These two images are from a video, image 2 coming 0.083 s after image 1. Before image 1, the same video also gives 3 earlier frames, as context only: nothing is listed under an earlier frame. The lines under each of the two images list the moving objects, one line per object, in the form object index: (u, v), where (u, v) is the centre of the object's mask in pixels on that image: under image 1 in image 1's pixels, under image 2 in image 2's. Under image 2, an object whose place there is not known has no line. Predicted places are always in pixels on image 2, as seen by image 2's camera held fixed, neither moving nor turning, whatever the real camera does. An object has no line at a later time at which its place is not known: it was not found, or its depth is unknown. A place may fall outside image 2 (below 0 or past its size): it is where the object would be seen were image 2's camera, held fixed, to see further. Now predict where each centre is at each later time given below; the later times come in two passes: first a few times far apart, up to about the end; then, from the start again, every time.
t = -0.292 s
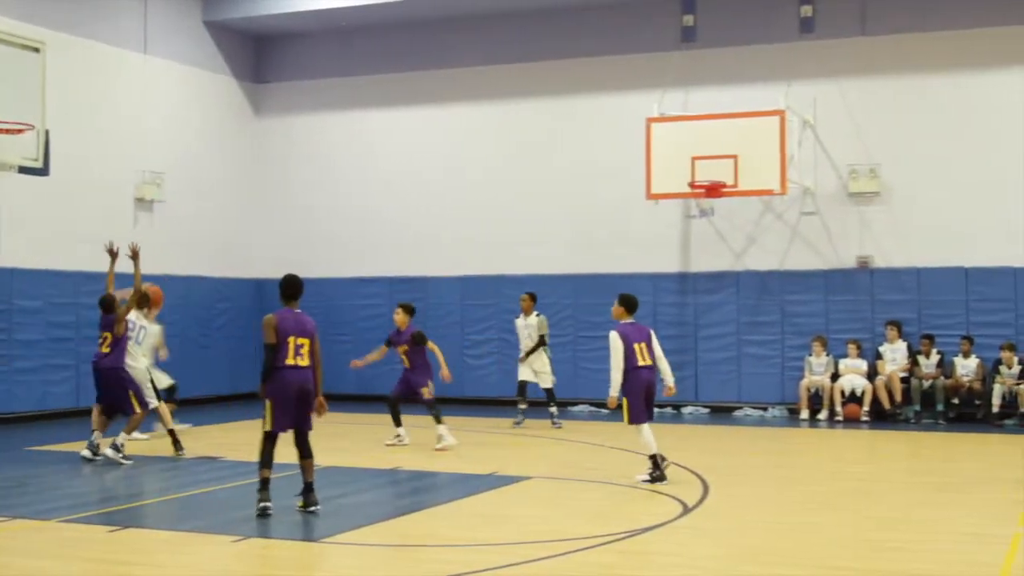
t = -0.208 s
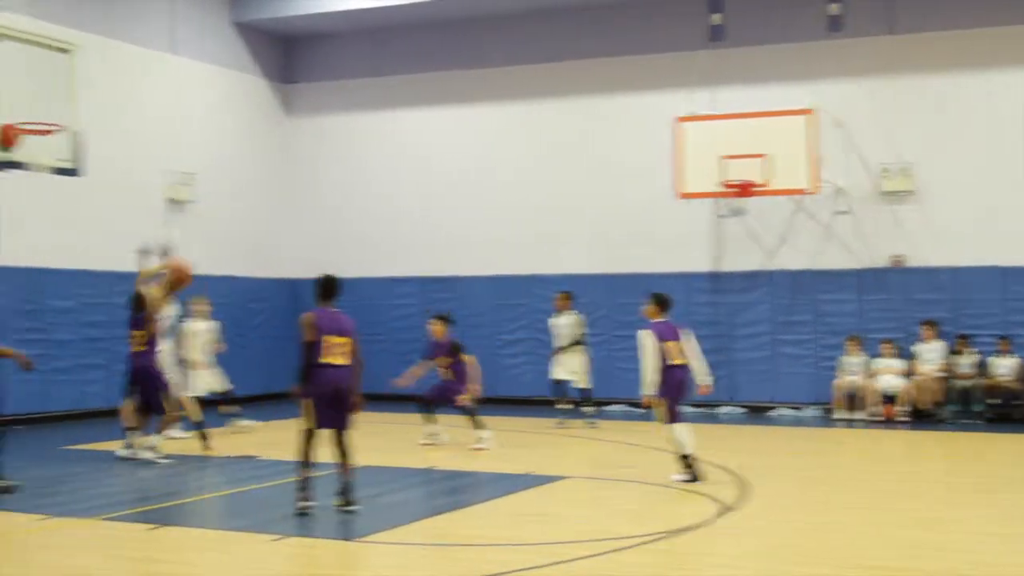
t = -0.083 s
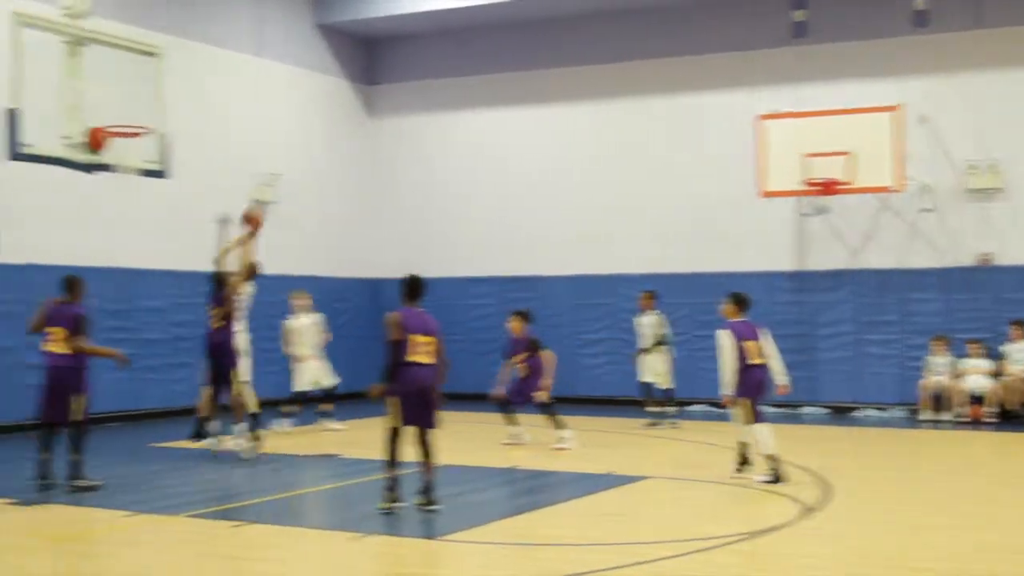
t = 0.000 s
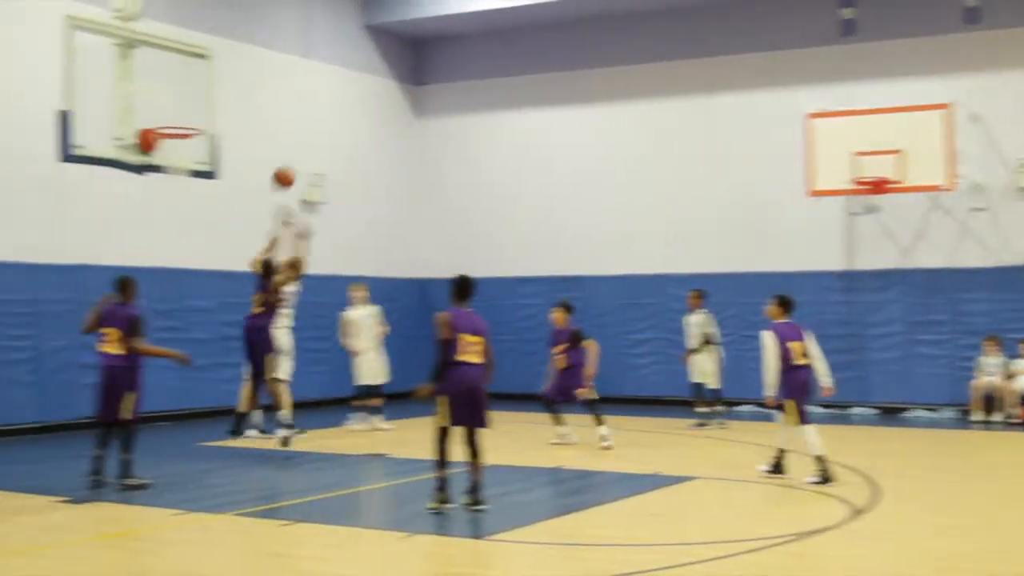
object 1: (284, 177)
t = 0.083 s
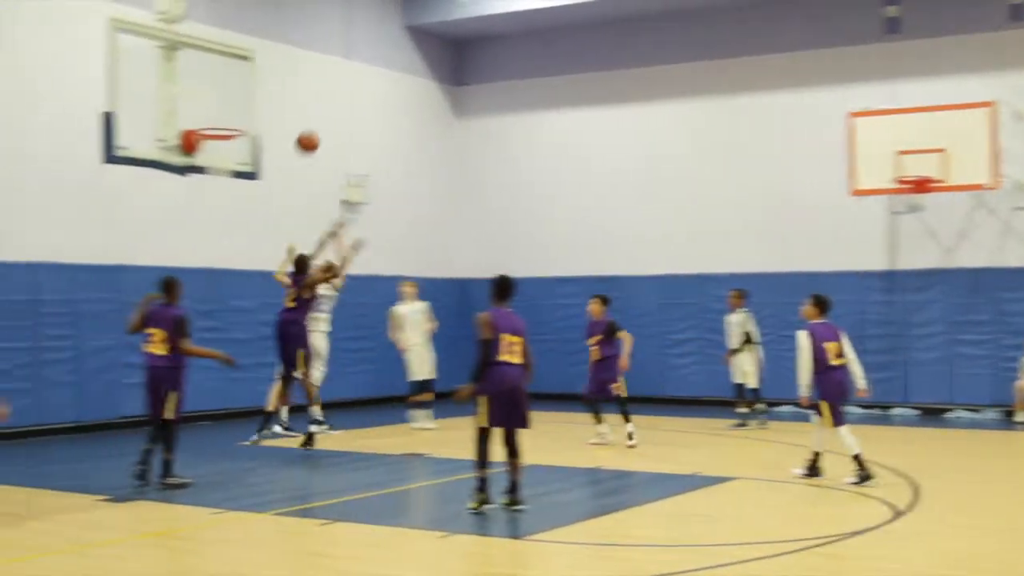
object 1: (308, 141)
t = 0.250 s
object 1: (274, 86)
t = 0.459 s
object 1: (228, 55)
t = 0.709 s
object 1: (177, 70)
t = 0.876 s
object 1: (149, 118)
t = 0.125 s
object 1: (299, 125)
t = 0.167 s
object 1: (292, 110)
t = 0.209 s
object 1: (283, 97)
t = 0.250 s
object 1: (274, 86)
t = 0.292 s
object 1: (265, 76)
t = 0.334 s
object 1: (256, 69)
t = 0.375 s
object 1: (247, 62)
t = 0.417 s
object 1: (238, 57)
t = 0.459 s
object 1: (228, 55)
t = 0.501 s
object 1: (219, 53)
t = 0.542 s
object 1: (209, 53)
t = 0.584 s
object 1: (199, 56)
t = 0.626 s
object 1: (190, 58)
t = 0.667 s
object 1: (184, 64)
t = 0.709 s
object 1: (177, 70)
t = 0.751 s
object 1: (170, 78)
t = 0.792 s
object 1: (163, 90)
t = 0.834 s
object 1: (156, 103)
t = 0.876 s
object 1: (149, 118)
